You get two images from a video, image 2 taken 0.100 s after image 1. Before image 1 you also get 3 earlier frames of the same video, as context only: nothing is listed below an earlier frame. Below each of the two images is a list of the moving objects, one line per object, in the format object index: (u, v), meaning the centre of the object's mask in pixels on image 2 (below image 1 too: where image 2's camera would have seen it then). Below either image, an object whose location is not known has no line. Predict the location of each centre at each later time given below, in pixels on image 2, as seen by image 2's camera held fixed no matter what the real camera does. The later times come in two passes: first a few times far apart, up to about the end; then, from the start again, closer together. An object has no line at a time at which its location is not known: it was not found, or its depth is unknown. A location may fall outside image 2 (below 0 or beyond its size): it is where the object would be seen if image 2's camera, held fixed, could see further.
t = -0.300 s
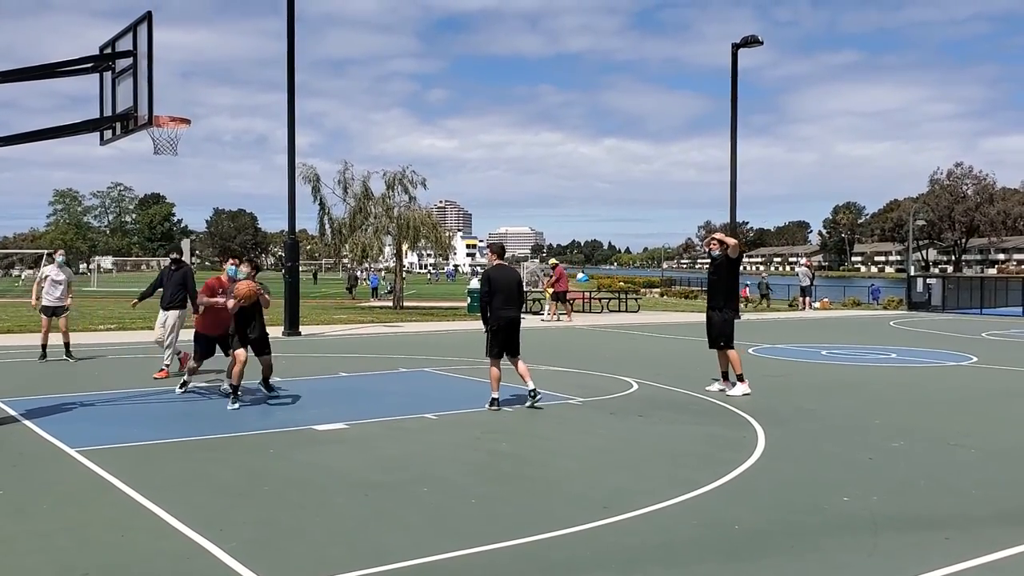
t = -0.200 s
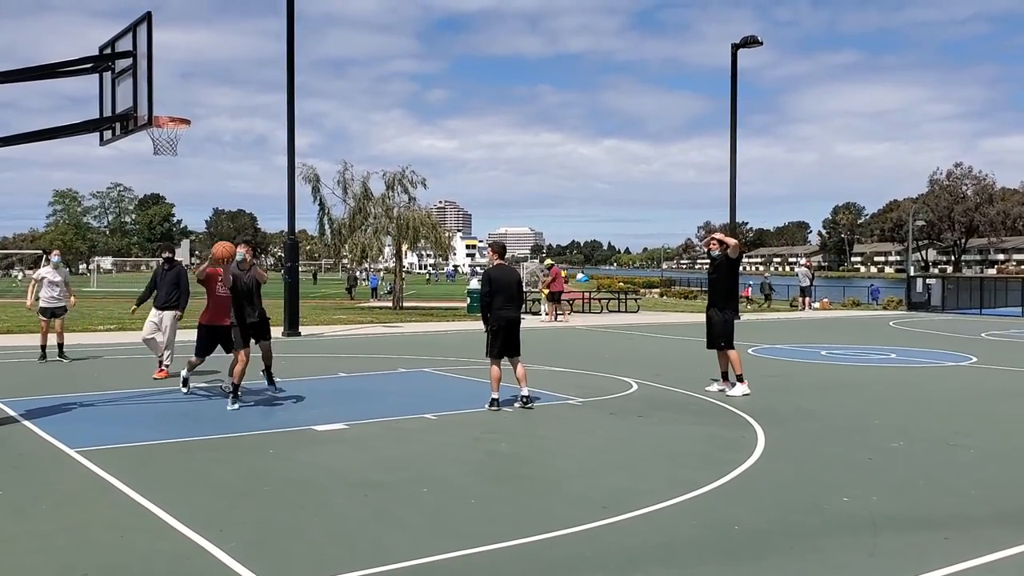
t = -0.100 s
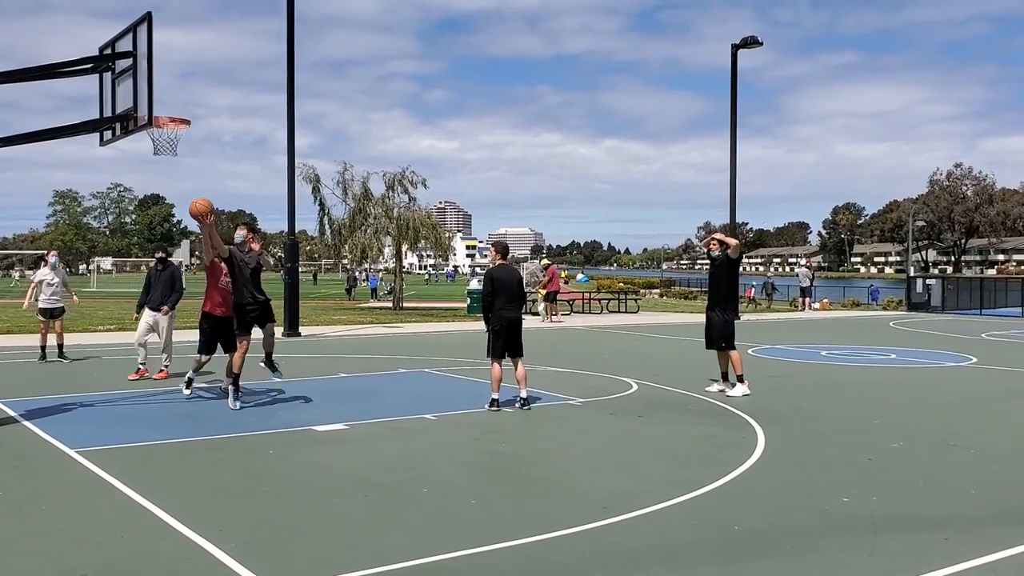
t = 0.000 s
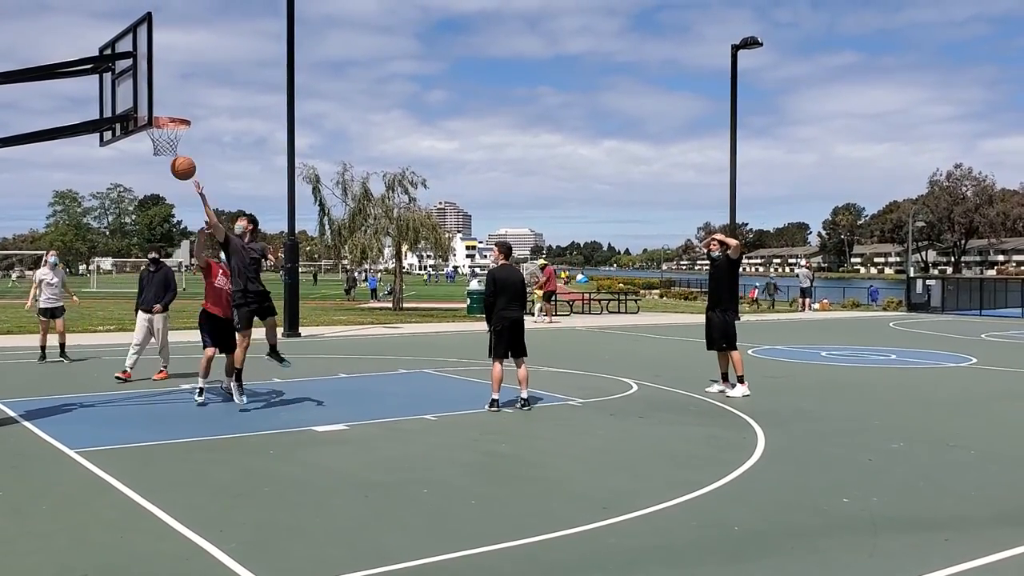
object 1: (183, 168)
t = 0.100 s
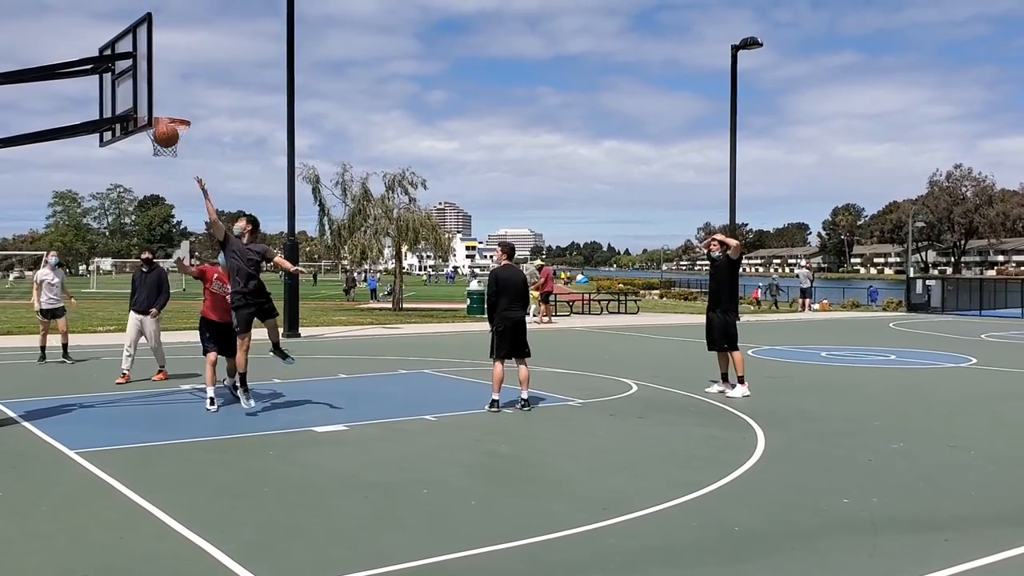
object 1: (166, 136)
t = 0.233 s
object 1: (153, 105)
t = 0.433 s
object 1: (165, 107)
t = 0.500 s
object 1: (169, 114)
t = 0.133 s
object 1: (161, 127)
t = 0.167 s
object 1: (159, 120)
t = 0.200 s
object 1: (157, 112)
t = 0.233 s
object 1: (153, 105)
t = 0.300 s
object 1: (160, 102)
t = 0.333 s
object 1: (161, 102)
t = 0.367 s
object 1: (162, 103)
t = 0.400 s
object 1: (163, 105)
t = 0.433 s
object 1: (165, 107)
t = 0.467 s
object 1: (167, 109)
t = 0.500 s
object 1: (169, 114)
